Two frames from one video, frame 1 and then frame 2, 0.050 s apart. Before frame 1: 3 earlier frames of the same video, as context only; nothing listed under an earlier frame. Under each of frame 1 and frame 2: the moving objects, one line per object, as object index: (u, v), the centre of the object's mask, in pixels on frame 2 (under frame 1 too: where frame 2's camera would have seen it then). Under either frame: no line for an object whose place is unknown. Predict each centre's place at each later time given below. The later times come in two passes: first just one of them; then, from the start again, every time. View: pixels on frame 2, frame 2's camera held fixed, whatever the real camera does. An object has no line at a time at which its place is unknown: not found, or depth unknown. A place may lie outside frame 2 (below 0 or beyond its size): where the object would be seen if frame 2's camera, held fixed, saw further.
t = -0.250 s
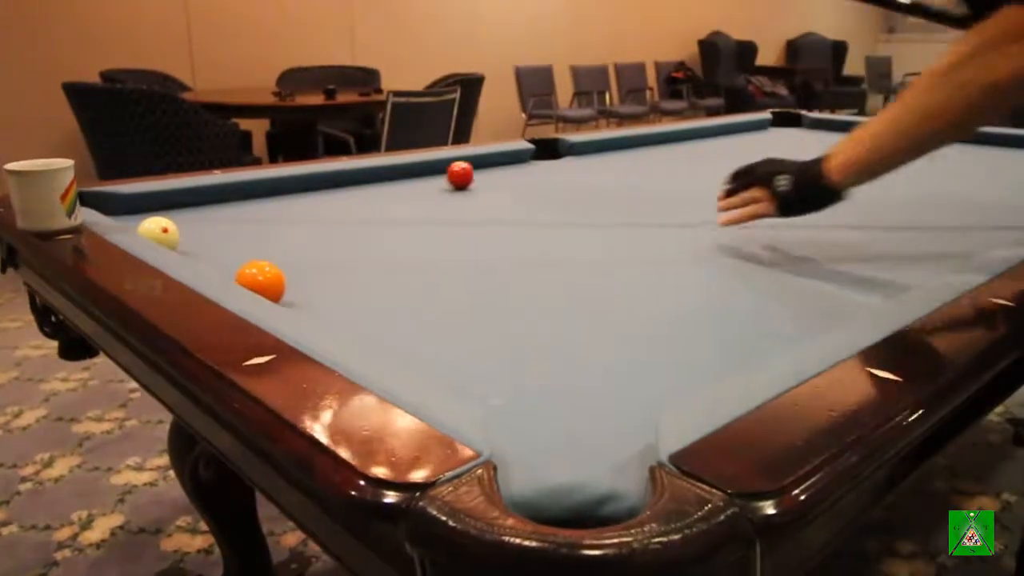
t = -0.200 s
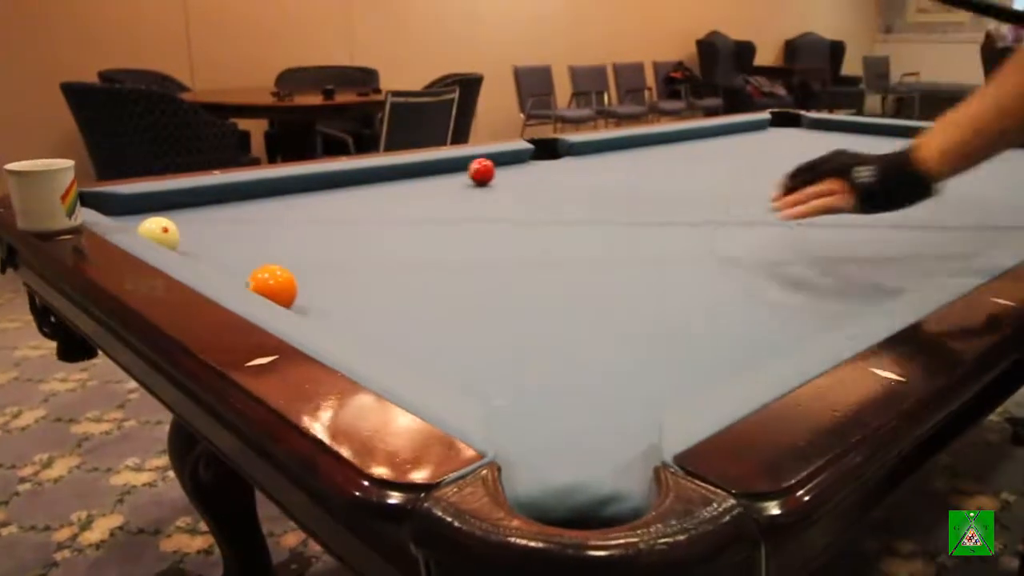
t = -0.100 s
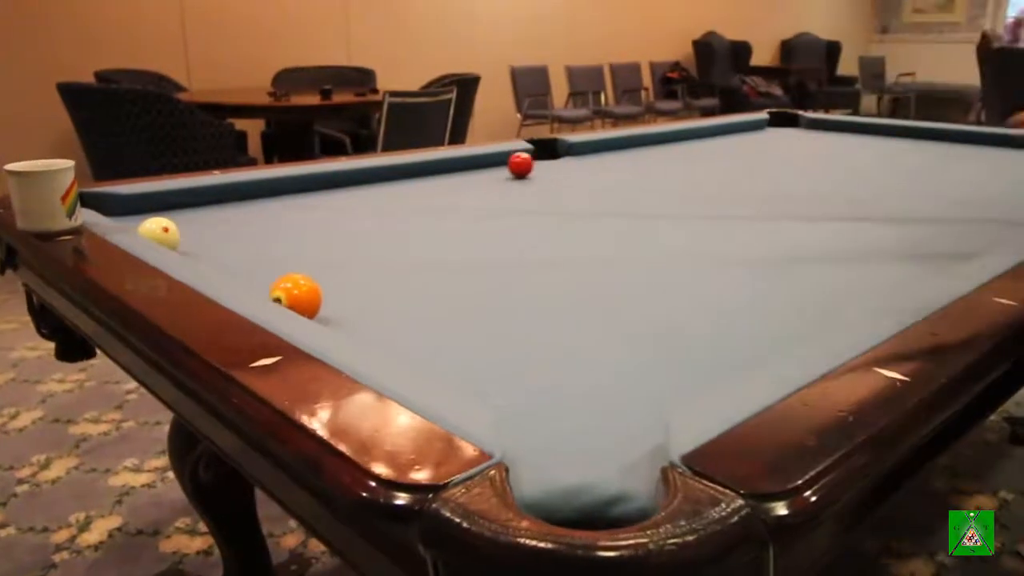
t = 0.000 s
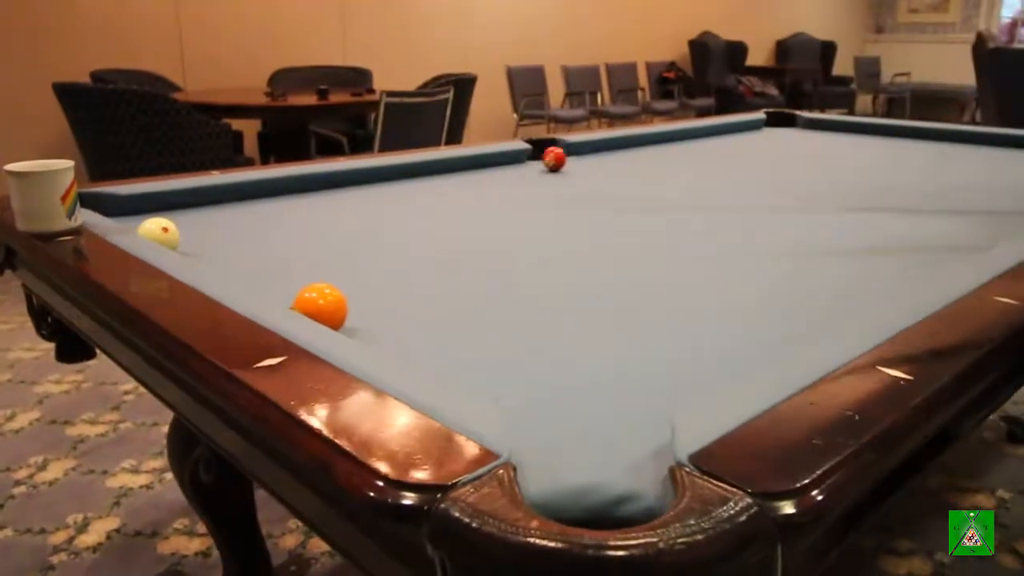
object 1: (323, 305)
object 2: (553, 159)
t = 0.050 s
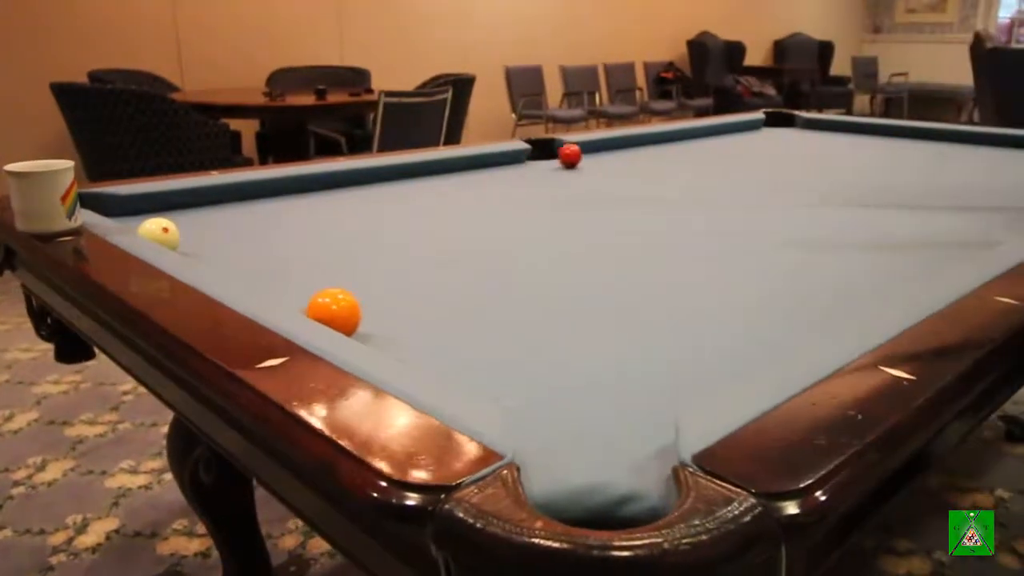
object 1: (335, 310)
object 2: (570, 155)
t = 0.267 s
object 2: (632, 145)
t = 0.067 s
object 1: (340, 312)
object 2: (575, 154)
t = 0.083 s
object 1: (344, 313)
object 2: (580, 154)
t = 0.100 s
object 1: (348, 315)
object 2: (585, 153)
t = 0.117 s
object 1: (352, 317)
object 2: (590, 152)
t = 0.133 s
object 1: (357, 319)
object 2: (595, 151)
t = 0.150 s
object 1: (362, 321)
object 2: (600, 150)
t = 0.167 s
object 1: (366, 323)
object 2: (604, 149)
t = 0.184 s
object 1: (371, 325)
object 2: (609, 149)
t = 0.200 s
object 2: (614, 148)
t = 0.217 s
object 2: (618, 147)
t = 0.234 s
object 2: (622, 146)
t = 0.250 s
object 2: (627, 145)
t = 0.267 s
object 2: (632, 145)
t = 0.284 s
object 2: (636, 144)
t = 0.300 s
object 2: (640, 143)
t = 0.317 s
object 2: (644, 142)
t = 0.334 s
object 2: (649, 142)
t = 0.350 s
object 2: (652, 141)
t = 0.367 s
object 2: (656, 140)
